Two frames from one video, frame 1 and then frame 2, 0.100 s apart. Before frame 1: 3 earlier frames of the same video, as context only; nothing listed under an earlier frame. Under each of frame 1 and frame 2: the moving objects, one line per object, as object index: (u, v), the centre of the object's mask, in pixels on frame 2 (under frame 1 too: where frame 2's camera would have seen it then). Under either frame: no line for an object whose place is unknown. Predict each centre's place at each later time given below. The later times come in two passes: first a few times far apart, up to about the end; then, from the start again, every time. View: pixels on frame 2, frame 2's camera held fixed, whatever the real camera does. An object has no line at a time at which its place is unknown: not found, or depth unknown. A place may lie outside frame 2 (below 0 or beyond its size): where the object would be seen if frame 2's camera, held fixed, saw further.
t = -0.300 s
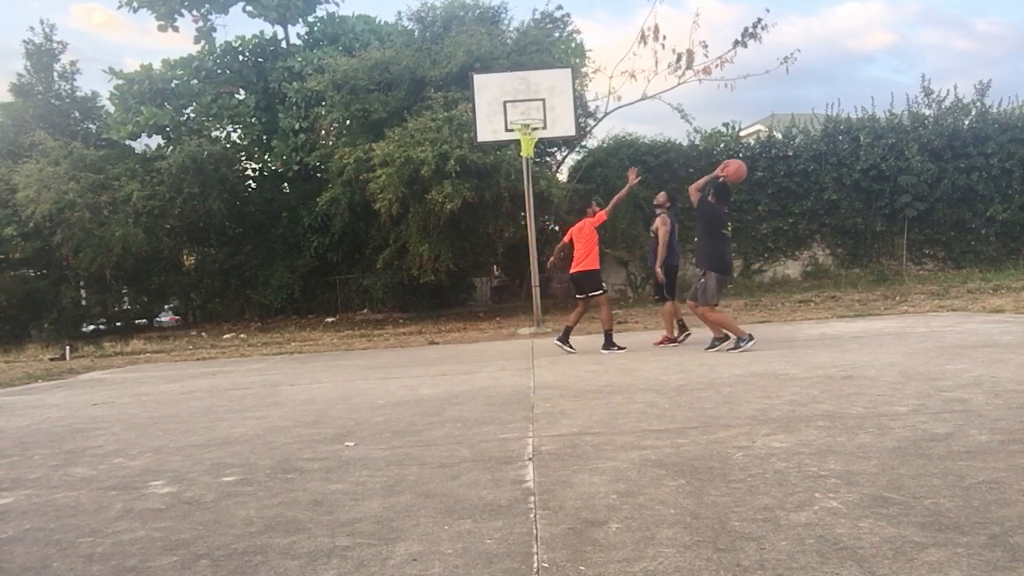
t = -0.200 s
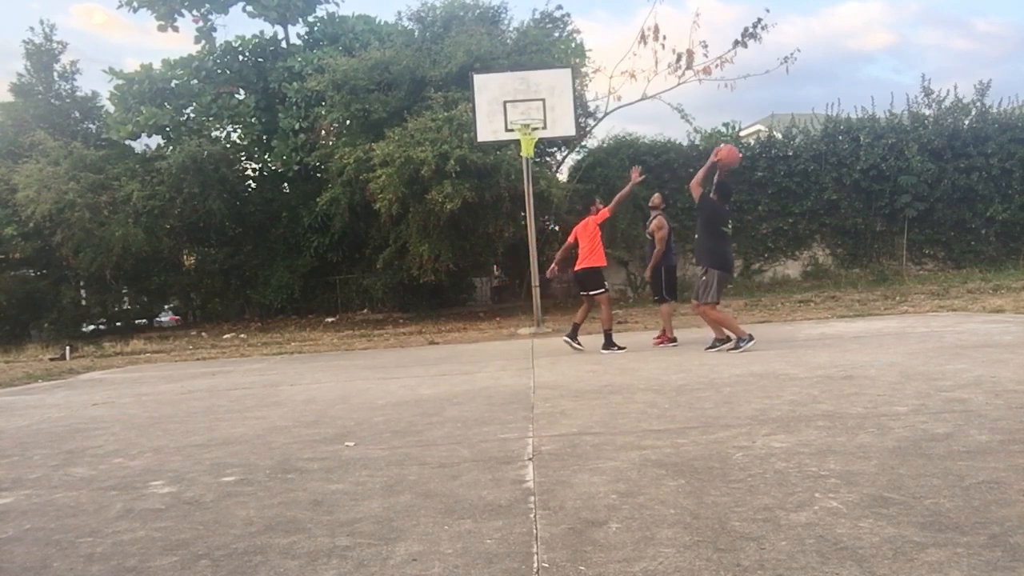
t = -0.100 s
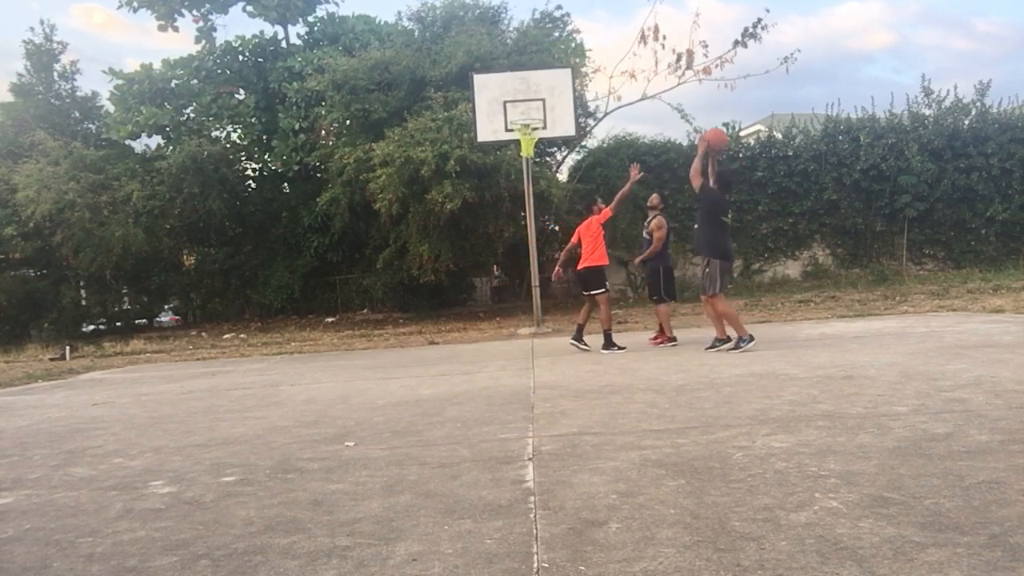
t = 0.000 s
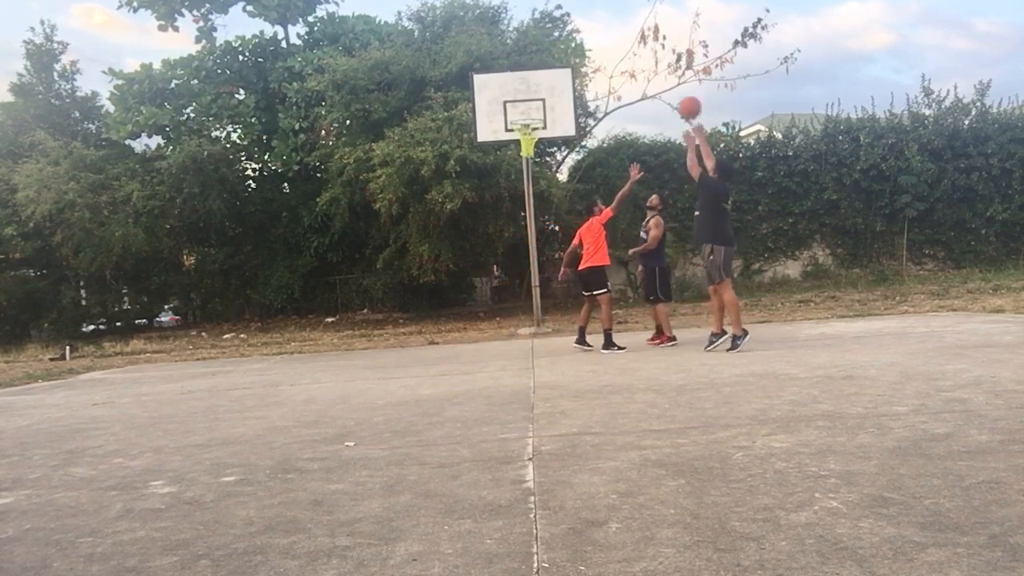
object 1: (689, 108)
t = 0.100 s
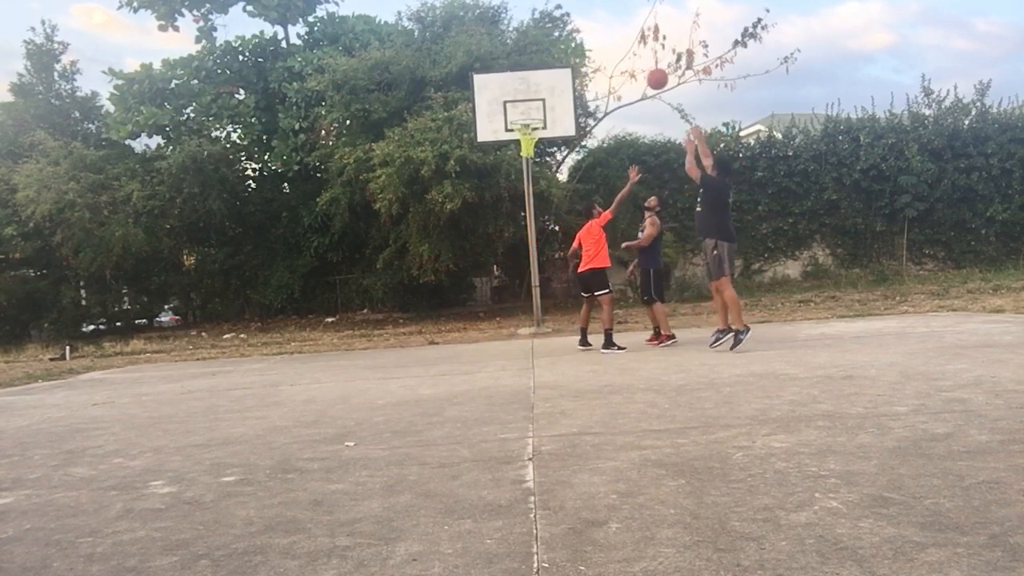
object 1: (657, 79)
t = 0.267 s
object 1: (611, 55)
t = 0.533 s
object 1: (553, 66)
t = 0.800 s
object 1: (509, 115)
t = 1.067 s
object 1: (488, 116)
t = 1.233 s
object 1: (476, 140)
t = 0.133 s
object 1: (647, 72)
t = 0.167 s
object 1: (637, 66)
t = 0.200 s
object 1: (629, 61)
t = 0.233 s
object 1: (620, 58)
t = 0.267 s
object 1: (611, 55)
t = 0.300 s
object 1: (603, 53)
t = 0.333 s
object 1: (595, 53)
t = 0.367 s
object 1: (587, 53)
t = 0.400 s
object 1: (579, 55)
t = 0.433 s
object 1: (573, 56)
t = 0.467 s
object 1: (566, 58)
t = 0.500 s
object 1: (560, 62)
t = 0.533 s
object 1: (553, 66)
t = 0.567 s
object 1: (547, 71)
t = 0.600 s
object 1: (541, 77)
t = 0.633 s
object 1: (535, 83)
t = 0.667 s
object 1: (530, 90)
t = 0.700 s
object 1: (524, 97)
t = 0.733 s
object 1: (519, 105)
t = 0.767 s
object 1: (513, 113)
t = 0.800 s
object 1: (509, 115)
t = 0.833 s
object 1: (506, 114)
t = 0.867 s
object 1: (504, 112)
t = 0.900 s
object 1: (501, 111)
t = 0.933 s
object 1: (498, 111)
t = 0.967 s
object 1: (497, 110)
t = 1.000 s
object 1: (493, 112)
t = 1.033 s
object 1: (491, 113)
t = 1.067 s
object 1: (488, 116)
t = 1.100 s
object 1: (486, 119)
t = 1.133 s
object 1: (483, 123)
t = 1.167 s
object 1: (481, 128)
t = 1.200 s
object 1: (478, 134)
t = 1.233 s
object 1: (476, 140)
